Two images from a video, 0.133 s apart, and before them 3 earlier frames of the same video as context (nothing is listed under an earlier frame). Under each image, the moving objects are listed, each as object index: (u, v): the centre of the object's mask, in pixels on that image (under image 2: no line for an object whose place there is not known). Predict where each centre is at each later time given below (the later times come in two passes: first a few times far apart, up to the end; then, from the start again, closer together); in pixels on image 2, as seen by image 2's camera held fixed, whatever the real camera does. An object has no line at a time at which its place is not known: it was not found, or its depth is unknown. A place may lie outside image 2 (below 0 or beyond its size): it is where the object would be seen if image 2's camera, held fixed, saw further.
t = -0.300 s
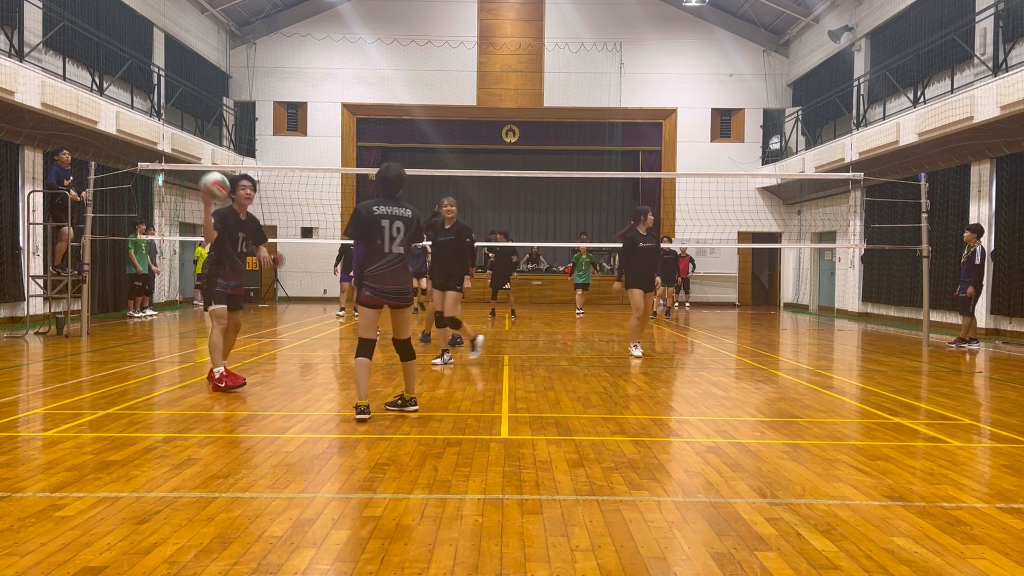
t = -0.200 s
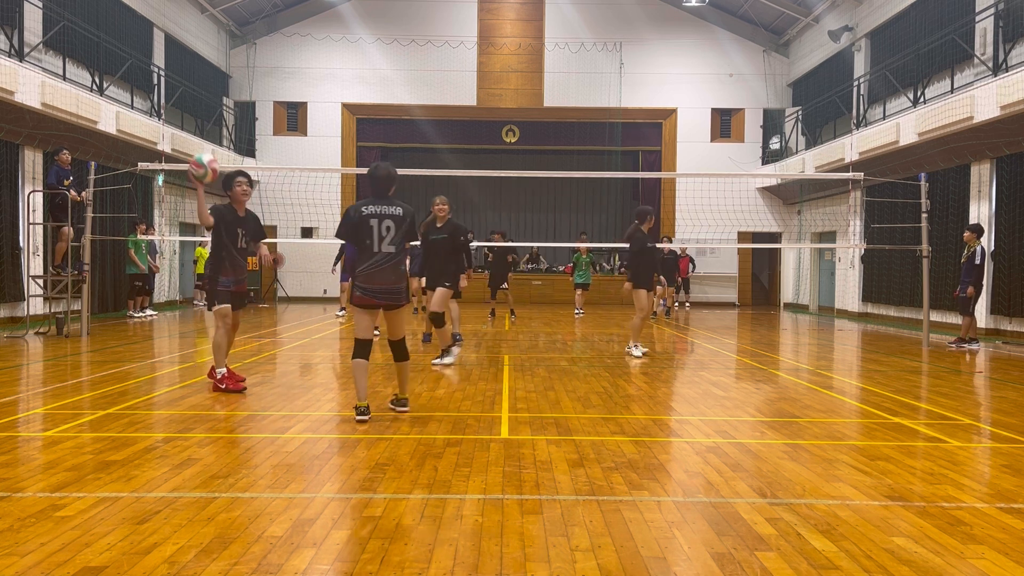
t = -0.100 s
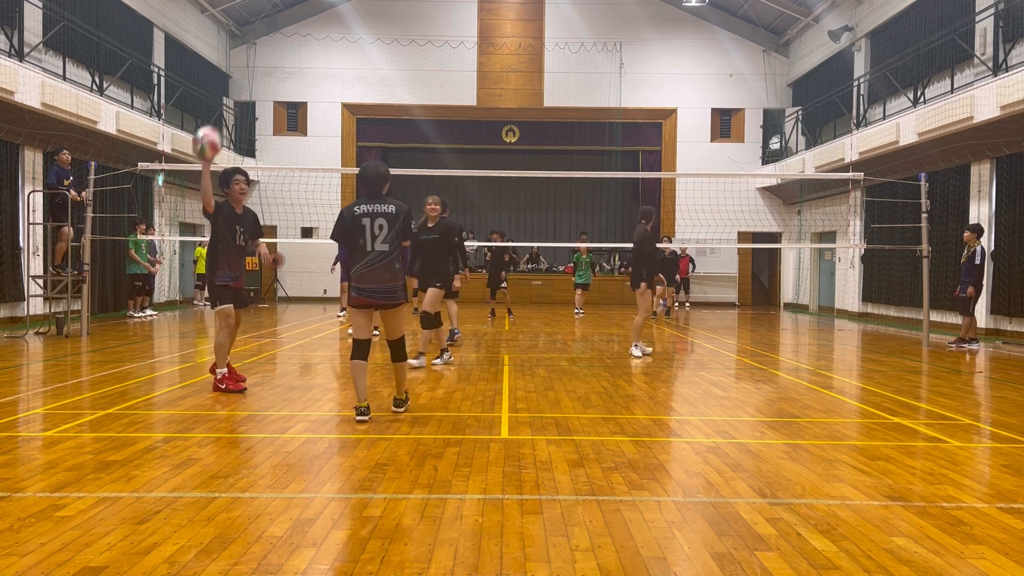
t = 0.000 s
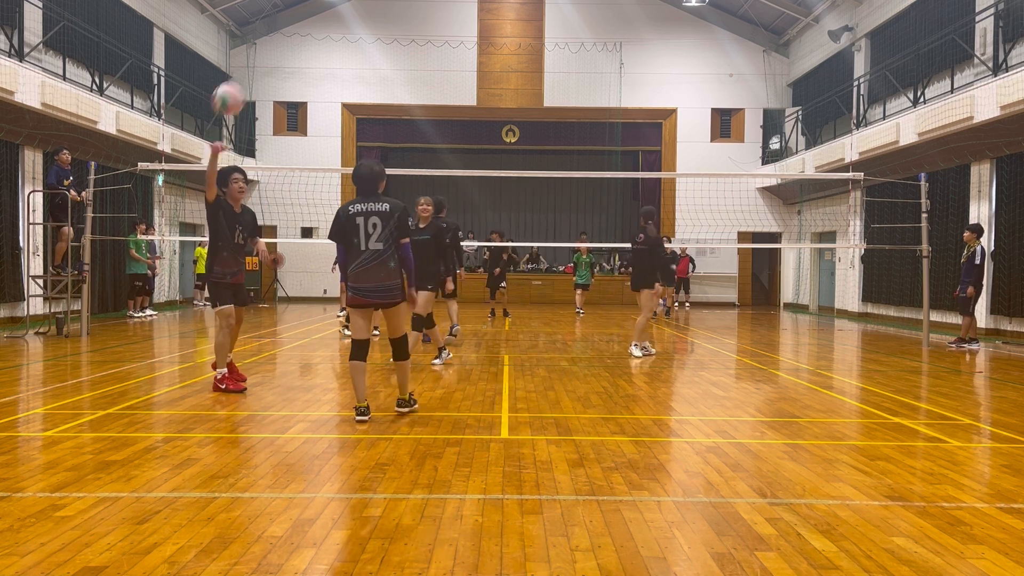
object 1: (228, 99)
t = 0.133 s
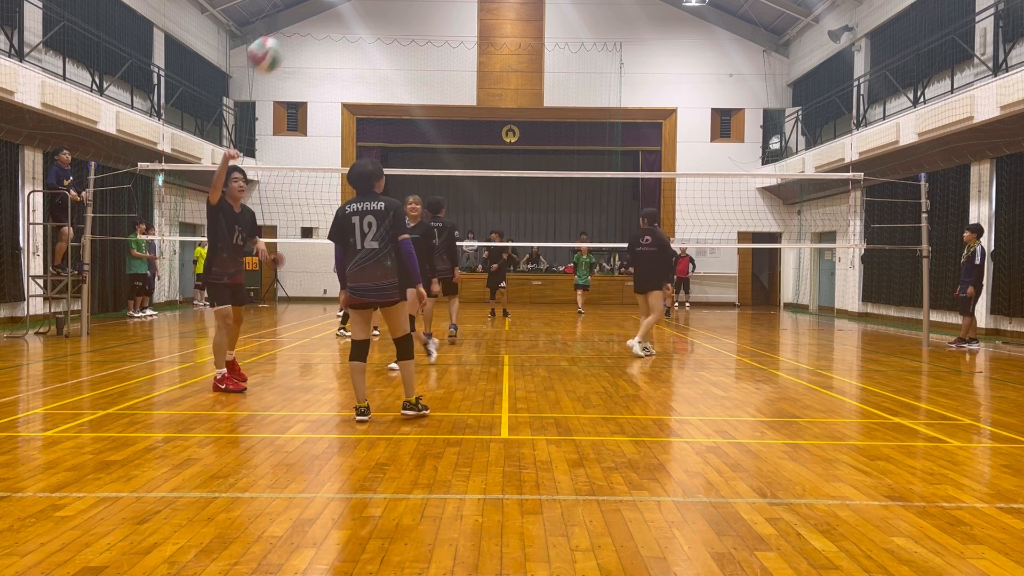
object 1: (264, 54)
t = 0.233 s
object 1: (297, 34)
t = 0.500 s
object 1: (404, 61)
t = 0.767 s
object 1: (558, 276)
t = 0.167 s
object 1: (275, 46)
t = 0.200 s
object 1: (287, 40)
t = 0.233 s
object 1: (297, 34)
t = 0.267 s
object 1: (309, 30)
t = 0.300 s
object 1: (321, 28)
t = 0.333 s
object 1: (332, 28)
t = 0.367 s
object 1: (345, 30)
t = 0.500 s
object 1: (404, 61)
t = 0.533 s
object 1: (419, 74)
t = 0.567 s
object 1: (437, 95)
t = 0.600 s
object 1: (457, 117)
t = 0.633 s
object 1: (474, 140)
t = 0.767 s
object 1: (558, 276)
